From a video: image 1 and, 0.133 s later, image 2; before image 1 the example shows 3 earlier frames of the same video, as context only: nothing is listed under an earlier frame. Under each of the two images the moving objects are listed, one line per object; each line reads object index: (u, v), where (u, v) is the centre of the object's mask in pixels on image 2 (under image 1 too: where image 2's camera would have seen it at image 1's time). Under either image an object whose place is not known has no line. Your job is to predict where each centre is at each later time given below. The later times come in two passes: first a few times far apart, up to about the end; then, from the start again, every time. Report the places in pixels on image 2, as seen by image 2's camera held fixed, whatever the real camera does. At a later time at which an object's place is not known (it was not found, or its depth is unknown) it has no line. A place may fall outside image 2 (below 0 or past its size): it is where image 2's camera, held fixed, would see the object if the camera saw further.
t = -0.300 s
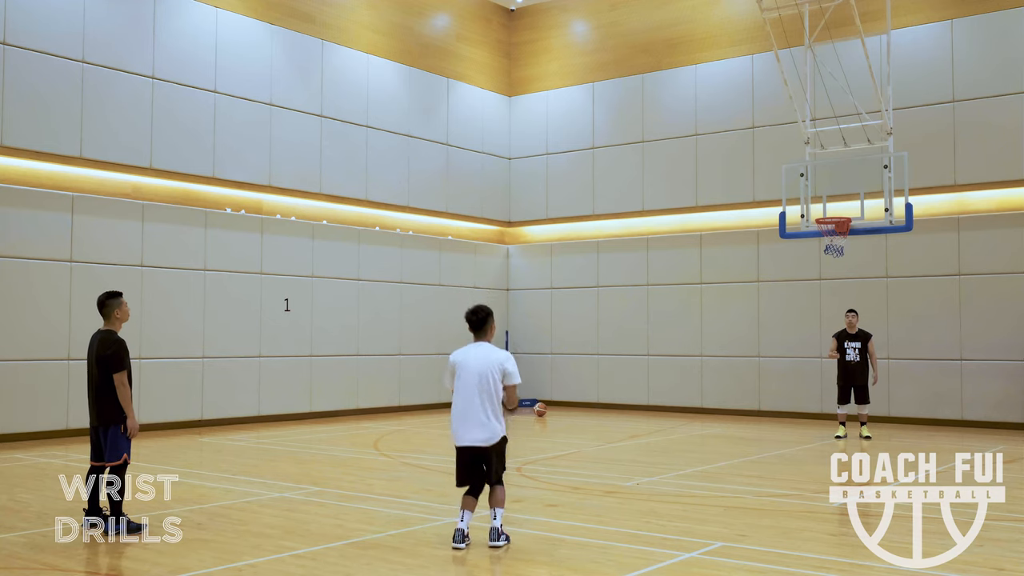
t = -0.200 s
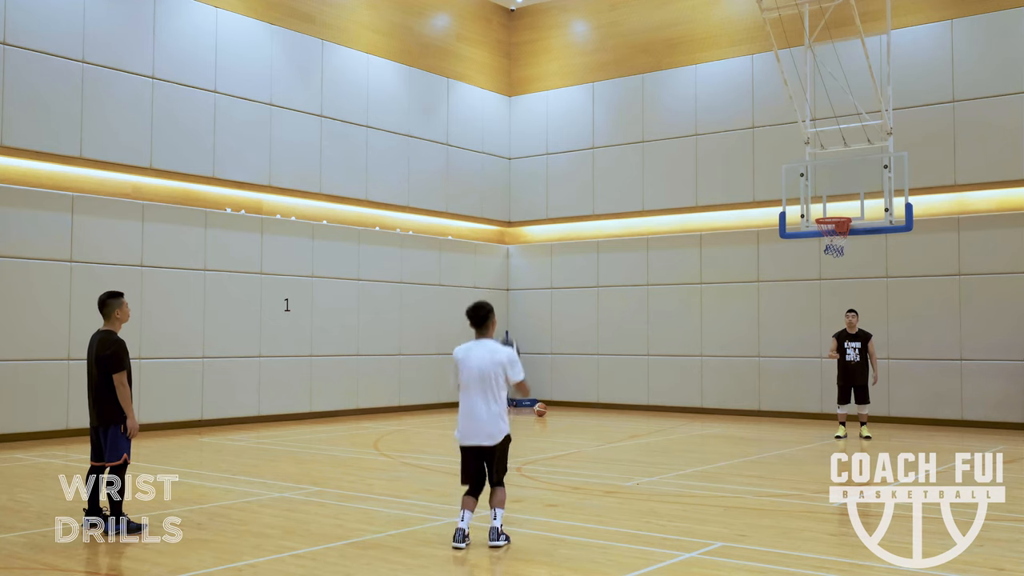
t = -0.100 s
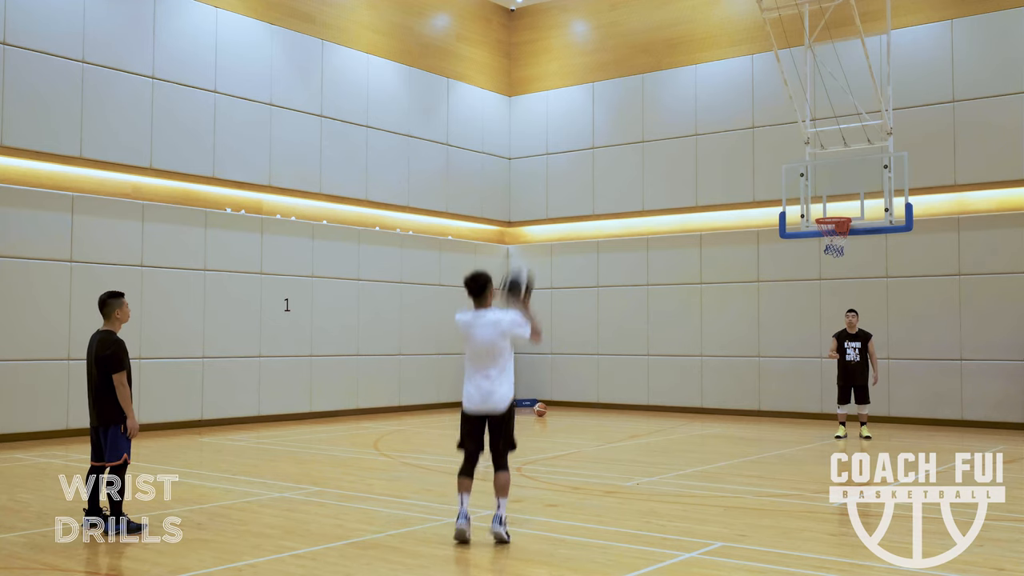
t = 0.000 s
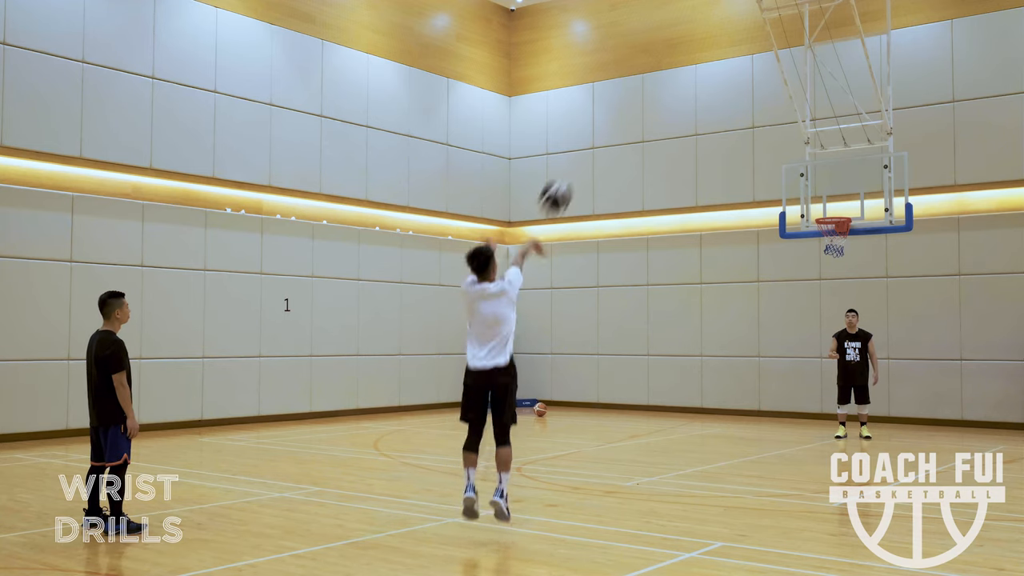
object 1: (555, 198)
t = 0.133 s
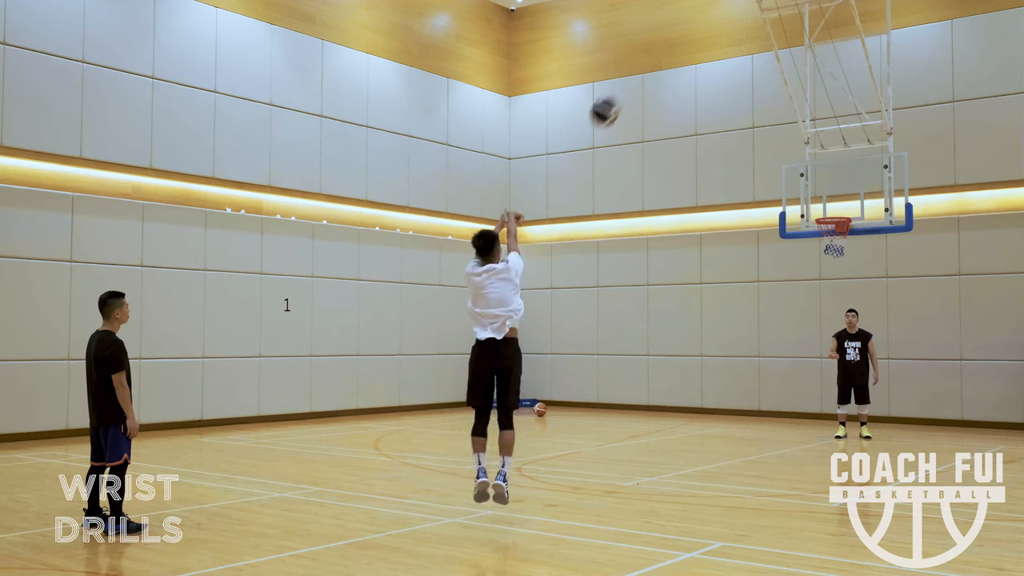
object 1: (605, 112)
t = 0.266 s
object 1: (647, 57)
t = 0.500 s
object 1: (706, 19)
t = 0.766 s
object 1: (757, 40)
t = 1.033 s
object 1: (799, 110)
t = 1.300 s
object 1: (833, 215)
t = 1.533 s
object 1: (837, 278)
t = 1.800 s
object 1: (837, 379)
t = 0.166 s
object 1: (616, 95)
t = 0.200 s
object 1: (627, 80)
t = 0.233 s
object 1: (637, 68)
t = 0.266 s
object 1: (647, 57)
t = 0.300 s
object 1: (657, 48)
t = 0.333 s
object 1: (666, 39)
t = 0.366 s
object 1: (674, 33)
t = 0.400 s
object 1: (682, 27)
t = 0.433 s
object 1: (690, 23)
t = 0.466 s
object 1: (698, 20)
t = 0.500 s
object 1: (706, 19)
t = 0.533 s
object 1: (713, 18)
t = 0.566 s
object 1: (720, 19)
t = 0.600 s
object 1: (726, 20)
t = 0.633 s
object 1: (733, 23)
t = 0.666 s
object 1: (739, 26)
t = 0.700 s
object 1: (745, 30)
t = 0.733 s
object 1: (751, 35)
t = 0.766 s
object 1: (757, 40)
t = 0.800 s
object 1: (762, 47)
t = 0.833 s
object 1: (768, 54)
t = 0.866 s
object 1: (774, 62)
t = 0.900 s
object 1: (779, 71)
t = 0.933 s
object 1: (784, 79)
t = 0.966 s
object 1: (789, 89)
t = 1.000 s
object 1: (794, 100)
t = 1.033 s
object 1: (799, 110)
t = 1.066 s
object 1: (804, 122)
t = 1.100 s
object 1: (808, 134)
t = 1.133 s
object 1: (812, 146)
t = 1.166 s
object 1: (817, 160)
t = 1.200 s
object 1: (821, 174)
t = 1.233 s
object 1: (824, 188)
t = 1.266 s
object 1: (828, 200)
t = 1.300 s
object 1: (833, 215)
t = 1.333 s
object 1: (836, 231)
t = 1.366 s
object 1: (837, 241)
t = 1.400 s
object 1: (837, 244)
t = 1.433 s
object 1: (837, 253)
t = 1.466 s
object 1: (837, 260)
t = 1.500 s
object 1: (837, 269)
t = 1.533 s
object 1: (837, 278)
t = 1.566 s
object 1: (838, 288)
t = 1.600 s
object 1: (837, 299)
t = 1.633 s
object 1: (837, 310)
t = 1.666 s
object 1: (837, 322)
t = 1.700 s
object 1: (836, 335)
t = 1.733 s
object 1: (837, 349)
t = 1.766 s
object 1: (838, 364)
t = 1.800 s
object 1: (837, 379)
